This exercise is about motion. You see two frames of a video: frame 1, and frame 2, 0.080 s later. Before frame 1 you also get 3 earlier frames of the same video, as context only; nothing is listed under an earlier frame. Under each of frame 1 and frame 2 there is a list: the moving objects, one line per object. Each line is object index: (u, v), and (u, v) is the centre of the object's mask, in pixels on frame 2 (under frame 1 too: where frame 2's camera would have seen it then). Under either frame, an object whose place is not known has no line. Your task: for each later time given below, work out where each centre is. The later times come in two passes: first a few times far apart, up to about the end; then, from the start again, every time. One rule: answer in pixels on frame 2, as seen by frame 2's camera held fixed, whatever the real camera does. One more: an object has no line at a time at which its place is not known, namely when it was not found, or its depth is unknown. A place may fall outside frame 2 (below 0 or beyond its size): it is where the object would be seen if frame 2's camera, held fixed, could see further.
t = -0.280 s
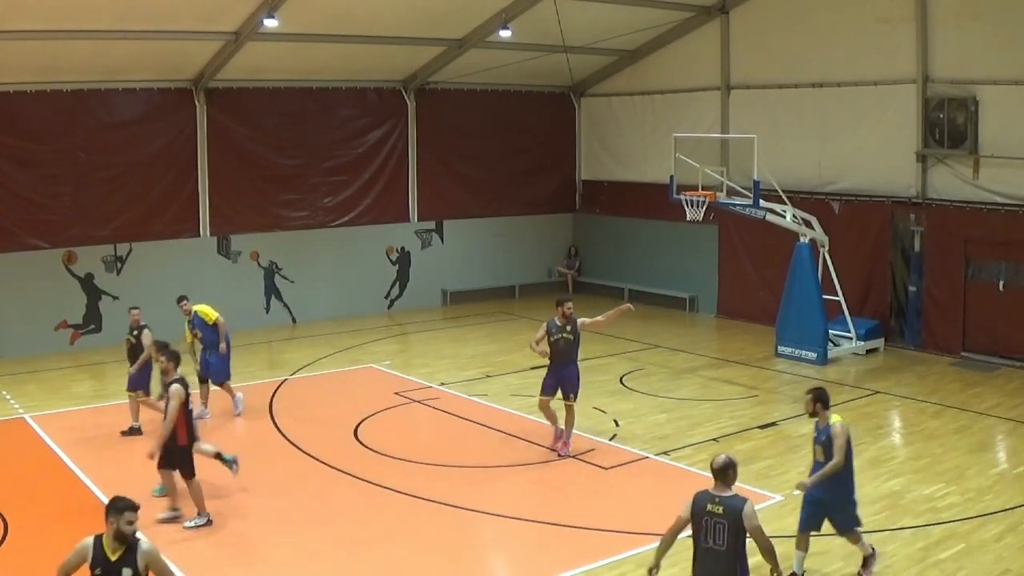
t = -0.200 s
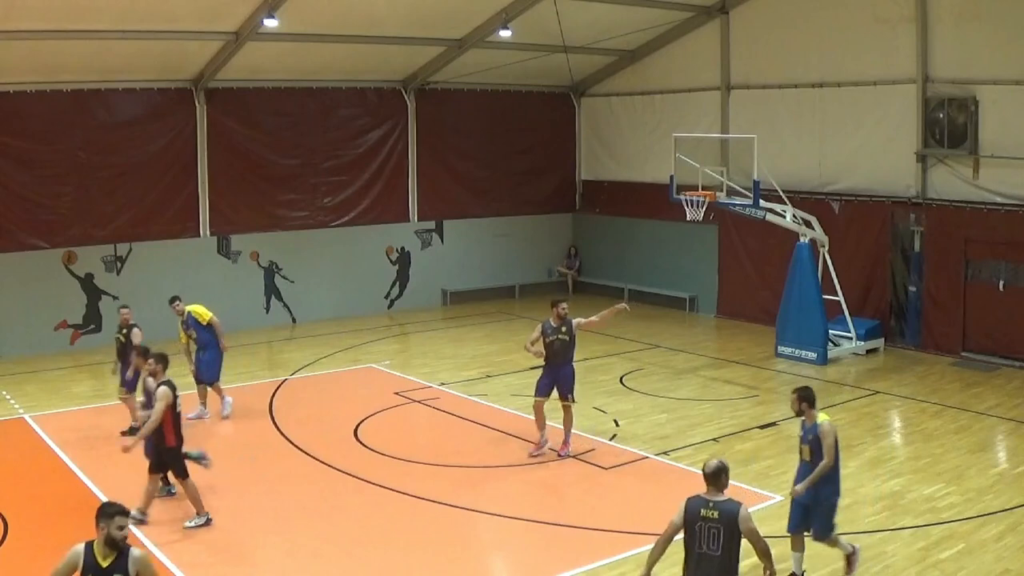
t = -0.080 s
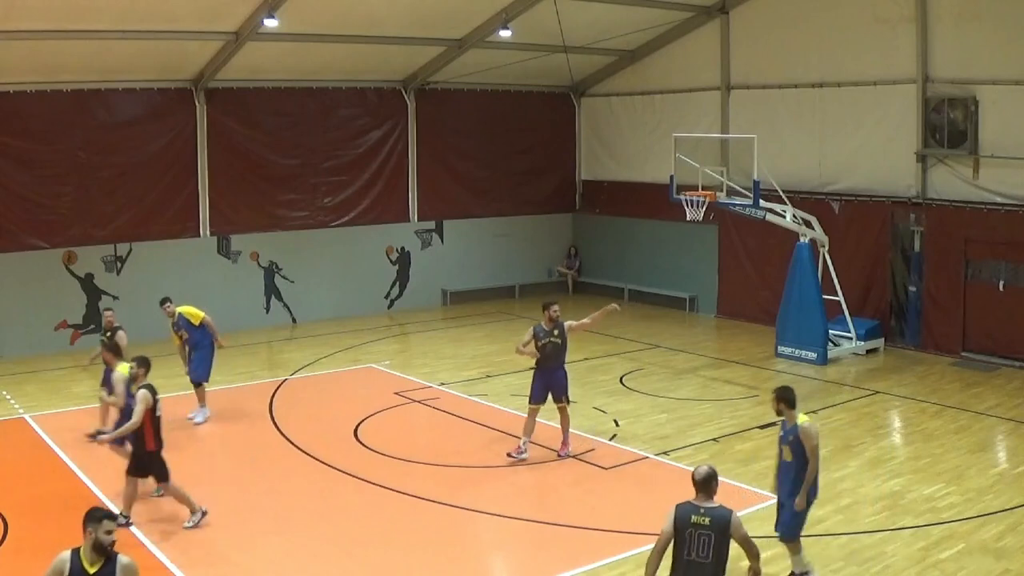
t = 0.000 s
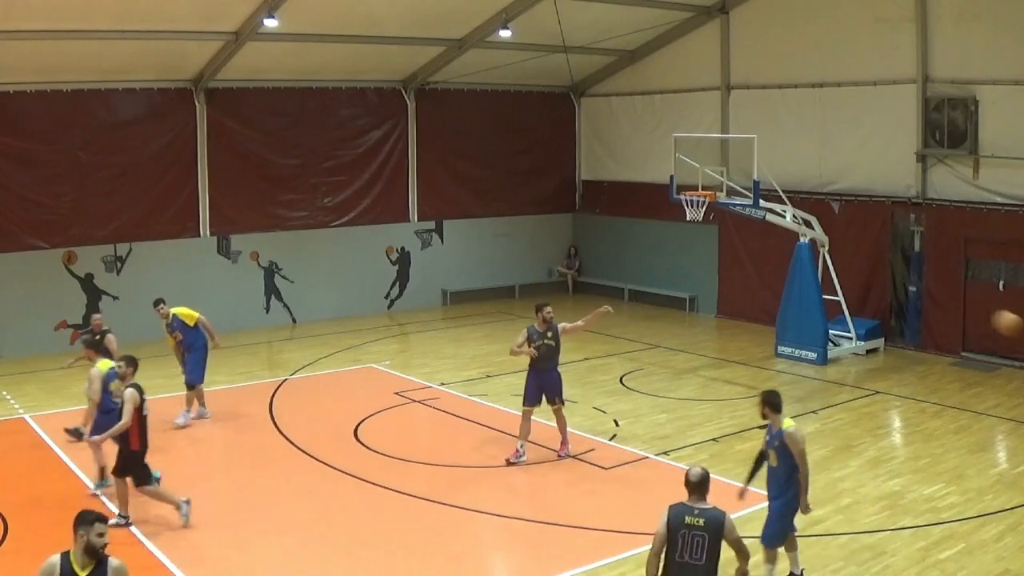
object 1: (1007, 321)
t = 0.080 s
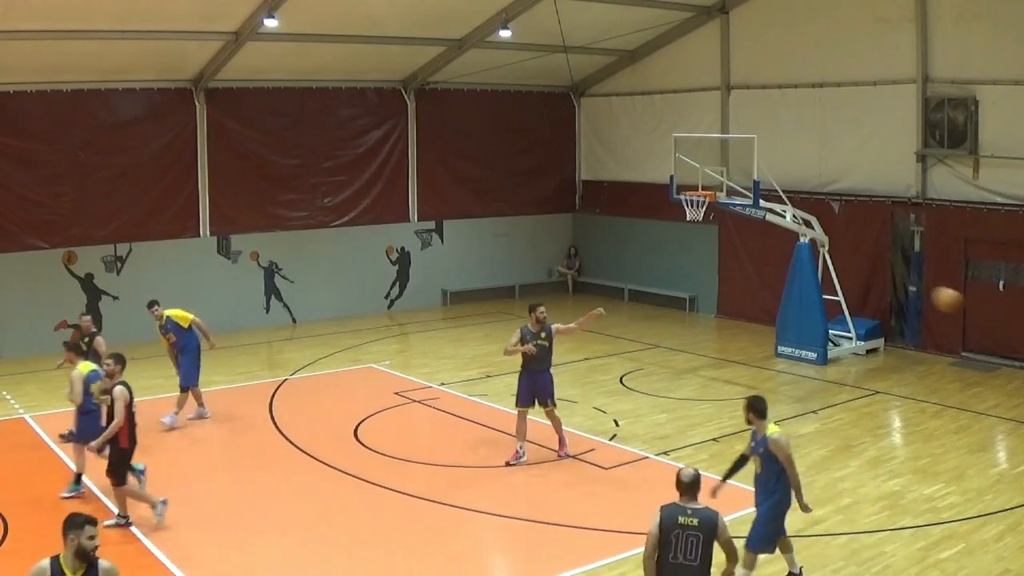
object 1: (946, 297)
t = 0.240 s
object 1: (823, 267)
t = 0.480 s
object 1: (646, 270)
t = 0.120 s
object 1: (915, 287)
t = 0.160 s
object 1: (883, 280)
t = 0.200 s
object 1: (854, 273)
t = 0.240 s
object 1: (823, 267)
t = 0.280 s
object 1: (791, 260)
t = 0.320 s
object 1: (762, 262)
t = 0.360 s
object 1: (733, 262)
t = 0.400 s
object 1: (703, 263)
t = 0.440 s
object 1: (675, 265)
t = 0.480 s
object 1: (646, 270)
